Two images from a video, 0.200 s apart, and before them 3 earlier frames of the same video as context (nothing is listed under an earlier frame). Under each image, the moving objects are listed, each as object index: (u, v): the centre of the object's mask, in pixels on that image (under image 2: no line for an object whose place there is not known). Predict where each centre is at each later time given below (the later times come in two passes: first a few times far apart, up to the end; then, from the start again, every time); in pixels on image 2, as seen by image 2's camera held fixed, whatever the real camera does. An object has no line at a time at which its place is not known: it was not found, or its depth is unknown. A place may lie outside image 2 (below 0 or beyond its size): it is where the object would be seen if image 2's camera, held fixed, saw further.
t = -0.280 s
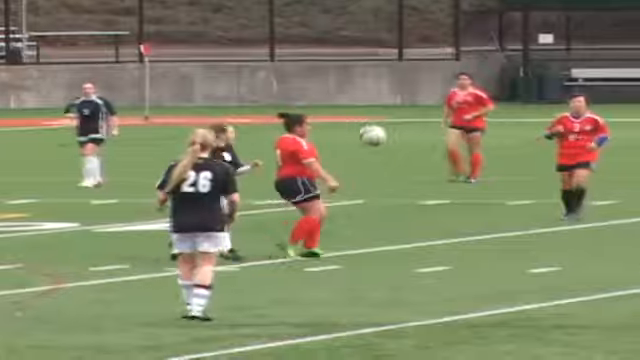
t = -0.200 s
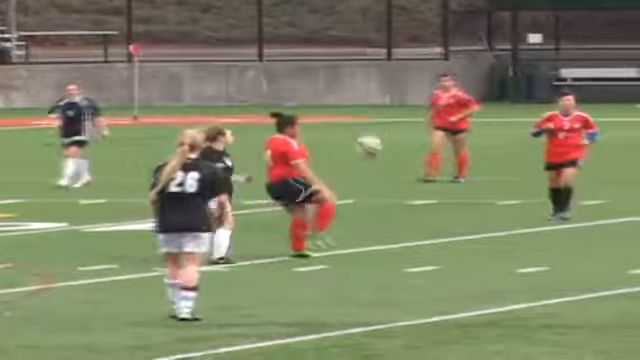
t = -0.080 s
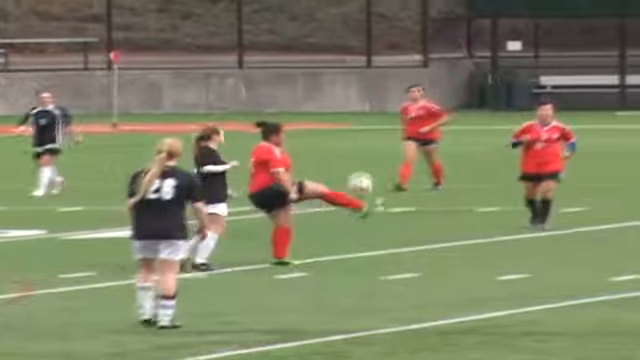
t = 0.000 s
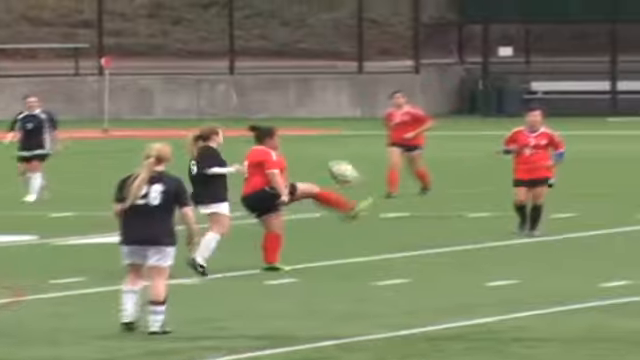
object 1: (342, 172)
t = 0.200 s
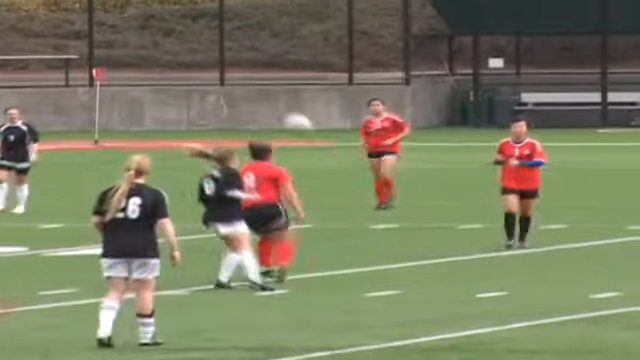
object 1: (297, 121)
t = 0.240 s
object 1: (290, 115)
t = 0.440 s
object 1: (254, 99)
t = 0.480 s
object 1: (247, 100)
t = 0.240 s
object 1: (290, 115)
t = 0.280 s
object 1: (283, 109)
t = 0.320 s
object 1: (275, 104)
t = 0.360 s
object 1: (269, 102)
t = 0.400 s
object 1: (262, 99)
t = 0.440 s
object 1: (254, 99)
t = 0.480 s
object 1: (247, 100)
